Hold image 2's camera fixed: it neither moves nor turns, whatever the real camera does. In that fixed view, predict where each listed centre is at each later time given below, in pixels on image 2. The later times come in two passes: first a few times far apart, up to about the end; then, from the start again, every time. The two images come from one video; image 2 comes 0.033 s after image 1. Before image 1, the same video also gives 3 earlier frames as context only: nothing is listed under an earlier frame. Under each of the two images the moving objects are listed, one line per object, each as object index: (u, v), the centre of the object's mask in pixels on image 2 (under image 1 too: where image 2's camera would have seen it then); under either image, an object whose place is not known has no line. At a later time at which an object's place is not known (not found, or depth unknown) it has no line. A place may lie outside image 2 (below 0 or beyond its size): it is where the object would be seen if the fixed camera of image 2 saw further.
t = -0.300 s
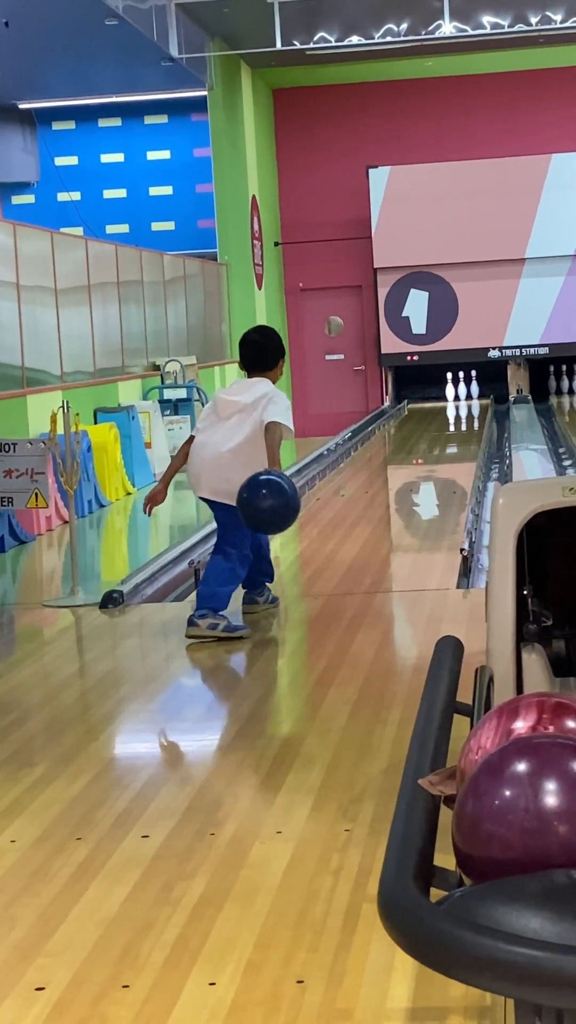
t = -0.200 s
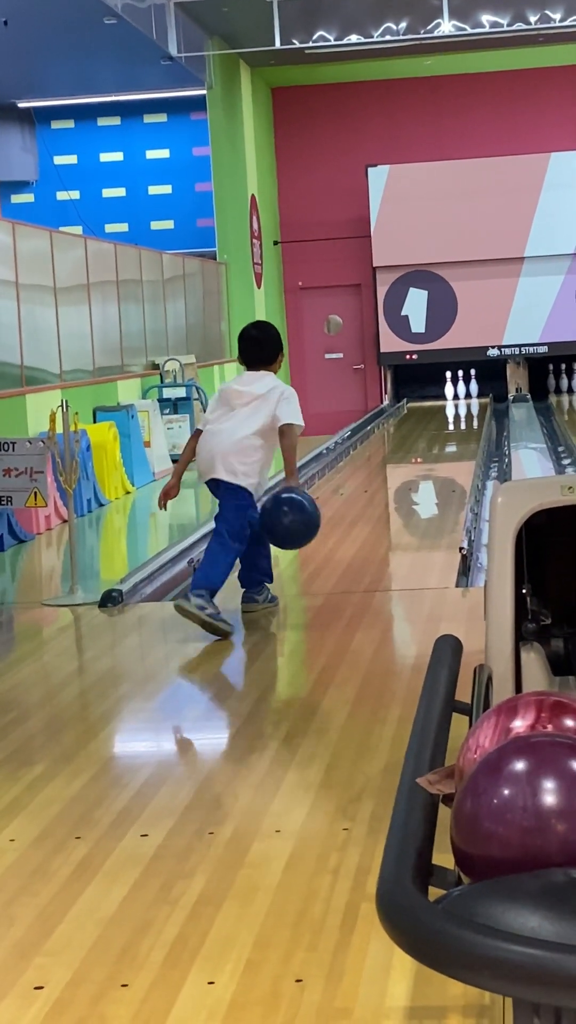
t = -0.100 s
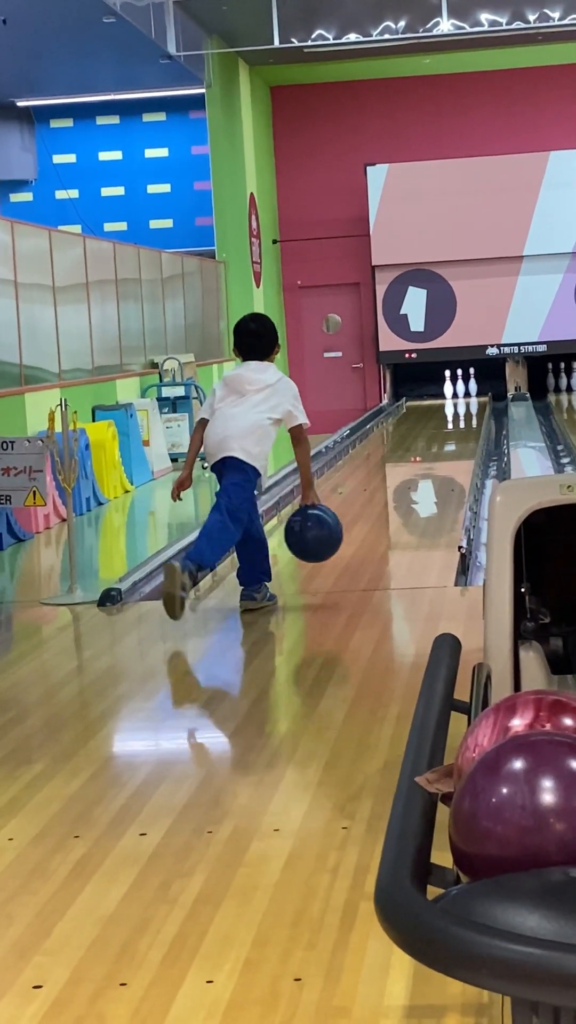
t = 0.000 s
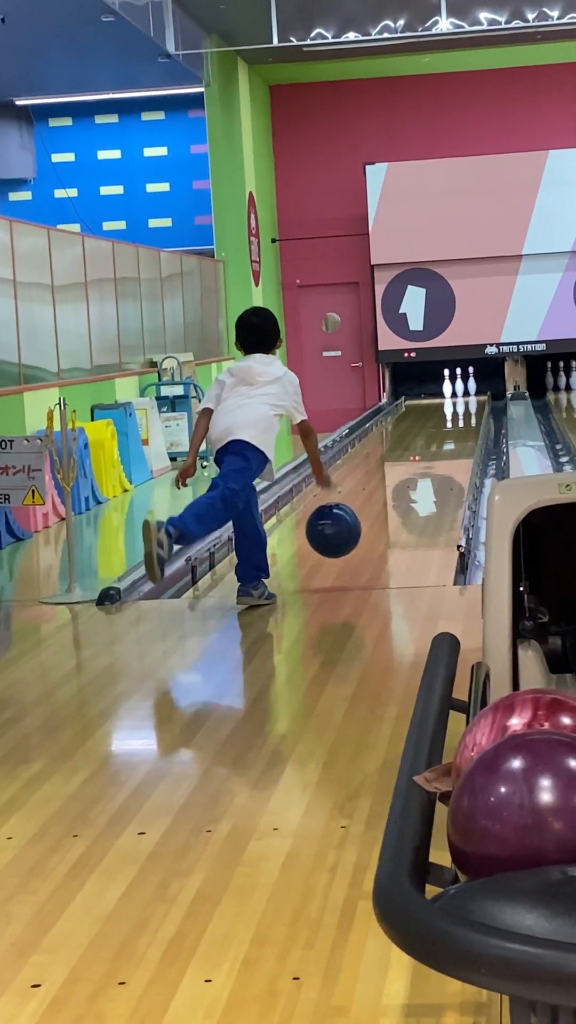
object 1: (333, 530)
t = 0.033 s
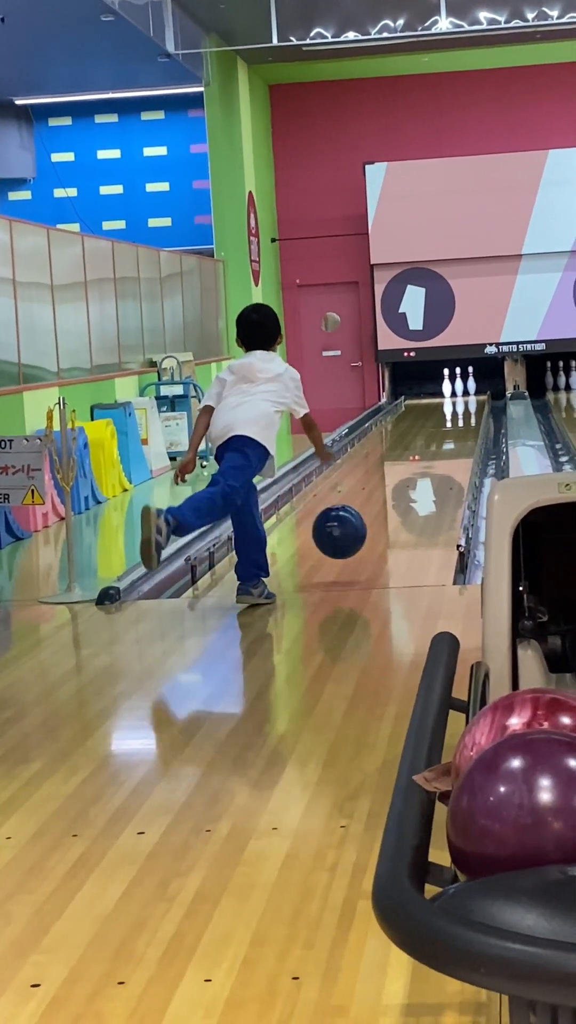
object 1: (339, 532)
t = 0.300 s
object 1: (382, 525)
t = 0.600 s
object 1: (417, 498)
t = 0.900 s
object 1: (444, 478)
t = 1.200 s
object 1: (451, 463)
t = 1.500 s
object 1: (446, 452)
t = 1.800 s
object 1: (442, 443)
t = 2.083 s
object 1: (439, 436)
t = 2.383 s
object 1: (436, 430)
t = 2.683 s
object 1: (433, 424)
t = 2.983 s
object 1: (430, 419)
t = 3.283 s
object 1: (426, 415)
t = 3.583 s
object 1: (421, 411)
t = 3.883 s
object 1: (417, 408)
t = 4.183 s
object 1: (413, 405)
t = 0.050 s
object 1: (342, 534)
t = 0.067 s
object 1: (346, 536)
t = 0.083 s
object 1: (349, 540)
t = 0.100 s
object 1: (352, 543)
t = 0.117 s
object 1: (355, 546)
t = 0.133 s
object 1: (358, 542)
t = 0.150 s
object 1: (360, 539)
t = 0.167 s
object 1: (363, 537)
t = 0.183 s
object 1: (365, 535)
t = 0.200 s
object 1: (368, 534)
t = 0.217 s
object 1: (370, 534)
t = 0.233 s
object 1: (373, 532)
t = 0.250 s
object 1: (375, 530)
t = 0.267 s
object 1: (377, 529)
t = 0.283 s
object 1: (380, 527)
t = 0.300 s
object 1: (382, 525)
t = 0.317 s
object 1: (384, 524)
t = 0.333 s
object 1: (386, 522)
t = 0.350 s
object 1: (388, 520)
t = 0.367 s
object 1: (390, 519)
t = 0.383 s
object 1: (392, 517)
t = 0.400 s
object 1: (394, 516)
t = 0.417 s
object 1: (396, 514)
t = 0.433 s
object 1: (398, 512)
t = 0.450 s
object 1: (400, 511)
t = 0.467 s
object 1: (402, 509)
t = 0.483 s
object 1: (404, 508)
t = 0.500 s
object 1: (406, 507)
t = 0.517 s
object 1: (408, 505)
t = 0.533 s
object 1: (410, 504)
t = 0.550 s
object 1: (411, 503)
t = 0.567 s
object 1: (413, 501)
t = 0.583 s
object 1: (415, 500)
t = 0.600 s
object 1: (417, 498)
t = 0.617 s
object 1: (418, 497)
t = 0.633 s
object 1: (420, 496)
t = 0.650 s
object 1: (421, 495)
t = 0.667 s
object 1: (423, 493)
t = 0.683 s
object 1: (425, 492)
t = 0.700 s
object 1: (426, 491)
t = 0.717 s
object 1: (428, 489)
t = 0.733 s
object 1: (429, 488)
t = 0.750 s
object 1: (431, 487)
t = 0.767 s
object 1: (432, 486)
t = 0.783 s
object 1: (434, 485)
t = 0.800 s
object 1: (435, 484)
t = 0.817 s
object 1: (437, 483)
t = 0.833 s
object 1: (438, 482)
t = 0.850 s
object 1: (439, 481)
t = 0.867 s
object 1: (441, 480)
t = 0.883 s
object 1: (442, 479)
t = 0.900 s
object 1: (444, 478)
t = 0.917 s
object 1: (445, 477)
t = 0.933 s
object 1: (446, 476)
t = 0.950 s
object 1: (447, 475)
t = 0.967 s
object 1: (449, 474)
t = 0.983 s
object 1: (450, 473)
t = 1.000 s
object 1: (451, 472)
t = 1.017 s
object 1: (452, 471)
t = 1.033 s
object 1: (453, 471)
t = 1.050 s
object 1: (454, 470)
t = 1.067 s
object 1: (454, 469)
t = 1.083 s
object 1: (454, 468)
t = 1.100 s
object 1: (453, 467)
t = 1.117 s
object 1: (453, 466)
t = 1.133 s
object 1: (453, 466)
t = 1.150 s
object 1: (452, 465)
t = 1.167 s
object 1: (452, 464)
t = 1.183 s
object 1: (452, 463)
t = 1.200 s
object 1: (451, 463)
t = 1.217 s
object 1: (451, 462)
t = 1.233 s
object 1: (450, 461)
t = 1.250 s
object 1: (450, 461)
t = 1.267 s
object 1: (450, 460)
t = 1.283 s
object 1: (450, 459)
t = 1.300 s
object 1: (449, 459)
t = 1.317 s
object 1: (449, 458)
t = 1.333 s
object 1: (449, 458)
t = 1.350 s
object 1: (448, 457)
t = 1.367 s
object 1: (448, 457)
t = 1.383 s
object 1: (448, 456)
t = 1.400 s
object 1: (448, 456)
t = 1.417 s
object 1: (447, 455)
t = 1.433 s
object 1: (447, 454)
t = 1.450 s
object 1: (447, 454)
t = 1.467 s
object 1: (446, 454)
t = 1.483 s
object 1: (446, 453)
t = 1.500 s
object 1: (446, 452)
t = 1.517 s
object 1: (445, 452)
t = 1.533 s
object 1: (445, 451)
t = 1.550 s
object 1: (445, 451)
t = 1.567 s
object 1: (445, 450)
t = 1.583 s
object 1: (445, 450)
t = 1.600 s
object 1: (444, 449)
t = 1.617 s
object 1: (444, 449)
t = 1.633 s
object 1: (444, 448)
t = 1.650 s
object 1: (444, 448)
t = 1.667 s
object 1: (443, 447)
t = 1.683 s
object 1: (443, 447)
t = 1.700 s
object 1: (443, 446)
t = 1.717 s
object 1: (443, 446)
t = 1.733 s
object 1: (443, 445)
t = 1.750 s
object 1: (442, 445)
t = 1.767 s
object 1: (442, 444)
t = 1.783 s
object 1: (442, 444)
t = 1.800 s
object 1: (442, 443)
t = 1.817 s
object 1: (442, 443)
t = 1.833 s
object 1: (442, 442)
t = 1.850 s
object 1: (442, 442)
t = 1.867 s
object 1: (441, 442)
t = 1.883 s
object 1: (441, 441)
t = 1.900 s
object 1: (441, 440)
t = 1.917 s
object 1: (441, 440)
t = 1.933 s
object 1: (440, 440)
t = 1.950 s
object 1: (440, 439)
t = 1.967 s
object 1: (440, 439)
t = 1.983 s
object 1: (440, 439)
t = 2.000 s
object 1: (440, 438)
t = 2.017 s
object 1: (440, 438)
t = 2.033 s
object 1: (439, 437)
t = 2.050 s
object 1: (439, 437)
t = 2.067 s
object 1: (439, 437)
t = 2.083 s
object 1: (439, 436)
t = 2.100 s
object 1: (439, 436)
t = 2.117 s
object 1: (439, 436)
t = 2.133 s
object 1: (439, 435)
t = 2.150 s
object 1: (438, 435)
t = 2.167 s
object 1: (438, 434)
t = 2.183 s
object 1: (438, 434)
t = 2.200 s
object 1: (438, 434)
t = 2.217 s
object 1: (438, 433)
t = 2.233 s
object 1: (438, 433)
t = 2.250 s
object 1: (437, 432)
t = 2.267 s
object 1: (437, 432)
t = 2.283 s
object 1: (437, 432)
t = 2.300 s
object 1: (437, 431)
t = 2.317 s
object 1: (437, 431)
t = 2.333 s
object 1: (437, 431)
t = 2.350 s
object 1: (436, 430)
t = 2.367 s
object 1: (436, 430)
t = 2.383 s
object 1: (436, 430)
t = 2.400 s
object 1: (436, 429)
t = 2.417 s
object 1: (436, 429)
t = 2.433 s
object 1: (436, 429)
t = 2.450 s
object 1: (436, 429)
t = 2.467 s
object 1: (435, 428)
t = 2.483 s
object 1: (435, 428)
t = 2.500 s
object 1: (435, 428)
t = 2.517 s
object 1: (435, 428)
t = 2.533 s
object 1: (435, 427)
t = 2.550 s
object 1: (435, 427)
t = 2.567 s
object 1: (434, 426)
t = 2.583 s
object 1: (434, 426)
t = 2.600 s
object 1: (434, 426)
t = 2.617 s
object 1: (434, 425)
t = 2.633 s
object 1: (434, 425)
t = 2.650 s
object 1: (433, 425)
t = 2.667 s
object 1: (433, 424)
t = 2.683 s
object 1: (433, 424)
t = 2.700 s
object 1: (433, 424)
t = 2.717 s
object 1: (433, 424)
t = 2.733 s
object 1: (433, 423)
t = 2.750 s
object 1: (433, 423)
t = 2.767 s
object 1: (433, 423)
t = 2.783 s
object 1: (433, 422)
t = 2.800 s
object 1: (432, 422)
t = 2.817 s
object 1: (432, 422)
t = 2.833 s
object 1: (432, 422)
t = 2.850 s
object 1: (432, 422)
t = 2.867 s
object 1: (432, 421)
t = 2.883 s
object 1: (431, 421)
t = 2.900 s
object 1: (431, 420)
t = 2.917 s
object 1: (431, 420)
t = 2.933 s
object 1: (431, 420)
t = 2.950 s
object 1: (431, 420)
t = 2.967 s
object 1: (431, 419)
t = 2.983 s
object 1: (430, 419)
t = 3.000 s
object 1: (430, 419)
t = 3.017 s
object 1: (430, 419)
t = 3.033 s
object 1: (429, 418)
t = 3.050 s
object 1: (429, 418)
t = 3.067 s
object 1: (429, 418)
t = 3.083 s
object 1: (428, 418)
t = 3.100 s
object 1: (428, 417)
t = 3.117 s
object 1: (428, 417)
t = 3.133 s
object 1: (428, 417)
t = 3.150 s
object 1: (428, 417)
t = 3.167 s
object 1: (427, 416)
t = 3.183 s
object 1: (427, 416)
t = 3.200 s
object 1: (427, 416)
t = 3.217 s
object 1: (427, 416)
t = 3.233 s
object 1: (426, 415)
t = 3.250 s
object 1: (426, 415)
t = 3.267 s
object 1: (426, 415)
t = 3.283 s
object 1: (426, 415)
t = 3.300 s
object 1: (425, 415)
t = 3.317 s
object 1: (425, 415)
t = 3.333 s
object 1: (425, 414)
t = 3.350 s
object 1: (425, 414)
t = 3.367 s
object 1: (424, 414)
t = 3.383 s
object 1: (424, 413)
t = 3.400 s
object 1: (424, 414)
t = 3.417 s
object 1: (424, 413)
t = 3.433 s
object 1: (423, 413)
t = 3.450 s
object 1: (423, 413)
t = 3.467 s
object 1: (423, 413)
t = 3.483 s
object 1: (423, 413)
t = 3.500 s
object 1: (423, 412)
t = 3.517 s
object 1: (422, 412)
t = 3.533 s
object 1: (422, 412)
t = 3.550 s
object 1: (422, 412)
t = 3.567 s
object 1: (421, 412)
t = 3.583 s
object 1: (421, 411)
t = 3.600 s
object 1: (421, 411)
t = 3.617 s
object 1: (421, 411)
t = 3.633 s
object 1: (421, 411)
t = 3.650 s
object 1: (420, 410)
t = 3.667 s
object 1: (420, 411)
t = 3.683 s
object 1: (420, 410)
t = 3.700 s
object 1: (420, 410)
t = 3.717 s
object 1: (419, 410)
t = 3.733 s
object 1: (419, 410)
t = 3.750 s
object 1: (419, 410)
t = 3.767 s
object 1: (419, 410)
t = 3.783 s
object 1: (418, 410)
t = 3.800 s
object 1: (418, 409)
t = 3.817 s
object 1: (418, 409)
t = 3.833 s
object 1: (418, 409)
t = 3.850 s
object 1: (417, 409)
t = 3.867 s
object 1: (417, 408)
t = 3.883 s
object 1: (417, 408)
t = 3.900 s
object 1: (417, 408)
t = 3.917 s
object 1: (416, 408)
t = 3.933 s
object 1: (416, 408)
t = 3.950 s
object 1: (416, 407)
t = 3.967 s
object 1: (416, 407)
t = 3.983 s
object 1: (415, 407)
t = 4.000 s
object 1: (415, 407)
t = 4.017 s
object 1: (415, 407)
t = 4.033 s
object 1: (415, 407)
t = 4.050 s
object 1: (415, 407)
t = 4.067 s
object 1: (414, 406)
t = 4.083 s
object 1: (414, 406)
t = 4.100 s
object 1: (414, 406)
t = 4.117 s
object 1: (414, 406)
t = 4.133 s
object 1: (414, 406)
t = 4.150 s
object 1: (413, 405)
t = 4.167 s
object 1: (413, 405)
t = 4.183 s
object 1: (413, 405)
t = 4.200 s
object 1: (413, 405)
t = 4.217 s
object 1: (412, 405)
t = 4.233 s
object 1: (412, 405)
